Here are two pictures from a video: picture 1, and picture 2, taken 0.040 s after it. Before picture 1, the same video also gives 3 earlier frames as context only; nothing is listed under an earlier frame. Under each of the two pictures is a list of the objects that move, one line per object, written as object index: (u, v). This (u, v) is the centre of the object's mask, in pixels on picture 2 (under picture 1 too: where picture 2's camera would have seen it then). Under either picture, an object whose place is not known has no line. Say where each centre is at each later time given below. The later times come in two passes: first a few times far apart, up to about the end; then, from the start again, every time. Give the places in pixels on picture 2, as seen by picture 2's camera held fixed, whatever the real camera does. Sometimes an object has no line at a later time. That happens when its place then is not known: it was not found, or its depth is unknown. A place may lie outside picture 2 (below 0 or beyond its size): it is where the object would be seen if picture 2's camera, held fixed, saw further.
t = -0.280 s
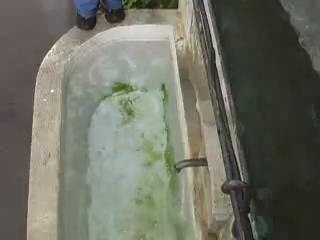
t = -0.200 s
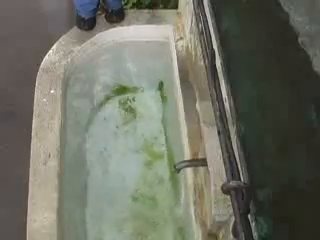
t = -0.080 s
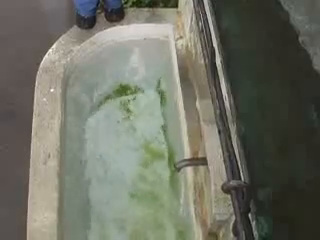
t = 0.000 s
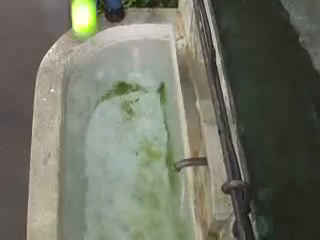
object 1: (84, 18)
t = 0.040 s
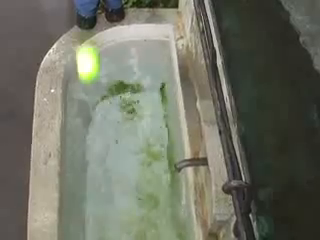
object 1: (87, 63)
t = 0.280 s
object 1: (100, 198)
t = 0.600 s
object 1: (97, 198)
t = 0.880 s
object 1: (96, 190)
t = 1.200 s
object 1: (99, 203)
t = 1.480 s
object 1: (99, 211)
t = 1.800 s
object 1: (100, 221)
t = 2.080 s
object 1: (101, 228)
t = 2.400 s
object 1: (101, 234)
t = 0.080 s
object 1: (91, 103)
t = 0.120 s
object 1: (94, 139)
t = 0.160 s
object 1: (97, 170)
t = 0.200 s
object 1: (99, 189)
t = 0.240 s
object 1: (99, 194)
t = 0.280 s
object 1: (100, 198)
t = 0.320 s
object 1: (99, 199)
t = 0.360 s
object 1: (99, 201)
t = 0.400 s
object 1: (100, 205)
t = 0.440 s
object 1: (100, 206)
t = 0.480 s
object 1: (100, 206)
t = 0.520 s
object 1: (99, 204)
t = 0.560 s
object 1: (98, 204)
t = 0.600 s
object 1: (97, 198)
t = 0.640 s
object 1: (97, 196)
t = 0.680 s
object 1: (97, 196)
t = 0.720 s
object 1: (97, 195)
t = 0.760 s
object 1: (96, 192)
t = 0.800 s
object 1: (95, 191)
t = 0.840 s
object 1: (95, 190)
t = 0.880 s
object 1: (96, 190)
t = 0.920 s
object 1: (96, 191)
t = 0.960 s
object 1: (98, 192)
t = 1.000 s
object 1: (99, 193)
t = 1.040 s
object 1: (99, 196)
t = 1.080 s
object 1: (100, 198)
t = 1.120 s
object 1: (100, 200)
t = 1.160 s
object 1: (100, 201)
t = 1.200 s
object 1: (99, 203)
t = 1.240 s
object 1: (98, 205)
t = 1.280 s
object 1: (97, 206)
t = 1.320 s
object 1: (96, 207)
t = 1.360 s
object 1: (97, 208)
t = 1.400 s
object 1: (97, 209)
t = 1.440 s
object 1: (98, 209)
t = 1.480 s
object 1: (99, 211)
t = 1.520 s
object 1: (100, 212)
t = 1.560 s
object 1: (100, 214)
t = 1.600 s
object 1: (100, 216)
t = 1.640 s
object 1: (100, 217)
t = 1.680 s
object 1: (100, 219)
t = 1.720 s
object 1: (100, 220)
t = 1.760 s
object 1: (100, 220)
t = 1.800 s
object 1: (100, 221)
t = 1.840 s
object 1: (100, 222)
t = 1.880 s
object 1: (100, 223)
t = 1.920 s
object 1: (101, 224)
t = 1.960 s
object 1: (101, 225)
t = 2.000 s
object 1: (101, 226)
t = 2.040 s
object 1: (102, 227)
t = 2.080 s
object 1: (101, 228)
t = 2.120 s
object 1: (101, 229)
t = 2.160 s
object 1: (101, 230)
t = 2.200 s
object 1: (100, 231)
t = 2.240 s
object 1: (100, 232)
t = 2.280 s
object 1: (100, 232)
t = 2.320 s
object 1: (100, 233)
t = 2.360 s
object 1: (101, 233)
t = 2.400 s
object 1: (101, 234)
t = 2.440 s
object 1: (101, 234)
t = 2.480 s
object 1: (100, 234)
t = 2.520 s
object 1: (100, 235)
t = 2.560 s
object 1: (99, 236)
